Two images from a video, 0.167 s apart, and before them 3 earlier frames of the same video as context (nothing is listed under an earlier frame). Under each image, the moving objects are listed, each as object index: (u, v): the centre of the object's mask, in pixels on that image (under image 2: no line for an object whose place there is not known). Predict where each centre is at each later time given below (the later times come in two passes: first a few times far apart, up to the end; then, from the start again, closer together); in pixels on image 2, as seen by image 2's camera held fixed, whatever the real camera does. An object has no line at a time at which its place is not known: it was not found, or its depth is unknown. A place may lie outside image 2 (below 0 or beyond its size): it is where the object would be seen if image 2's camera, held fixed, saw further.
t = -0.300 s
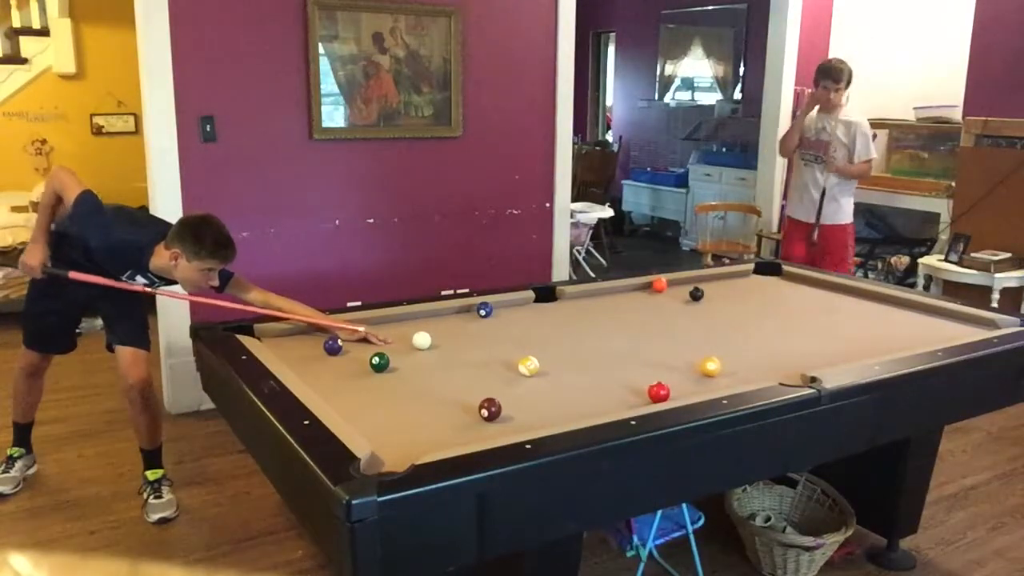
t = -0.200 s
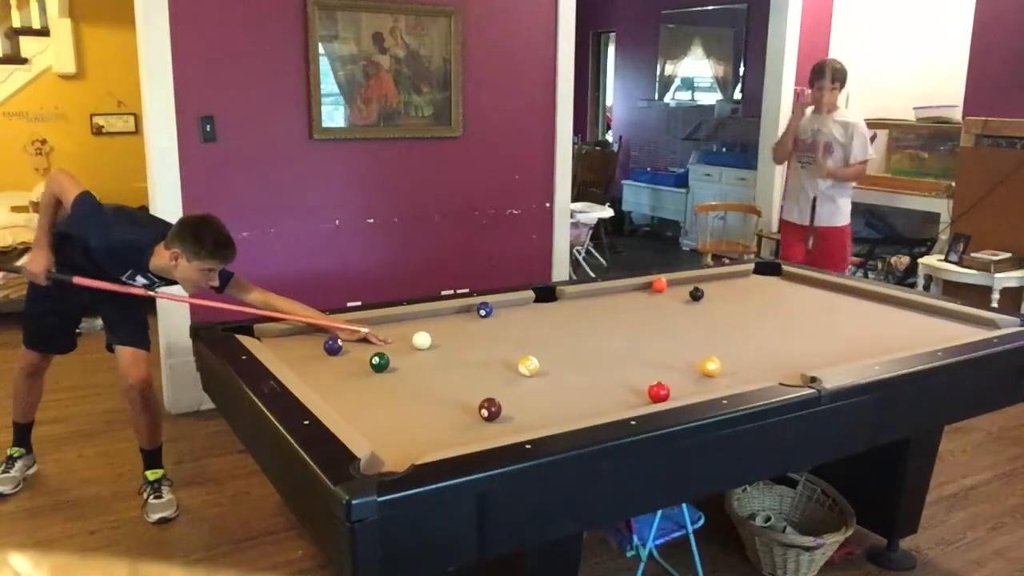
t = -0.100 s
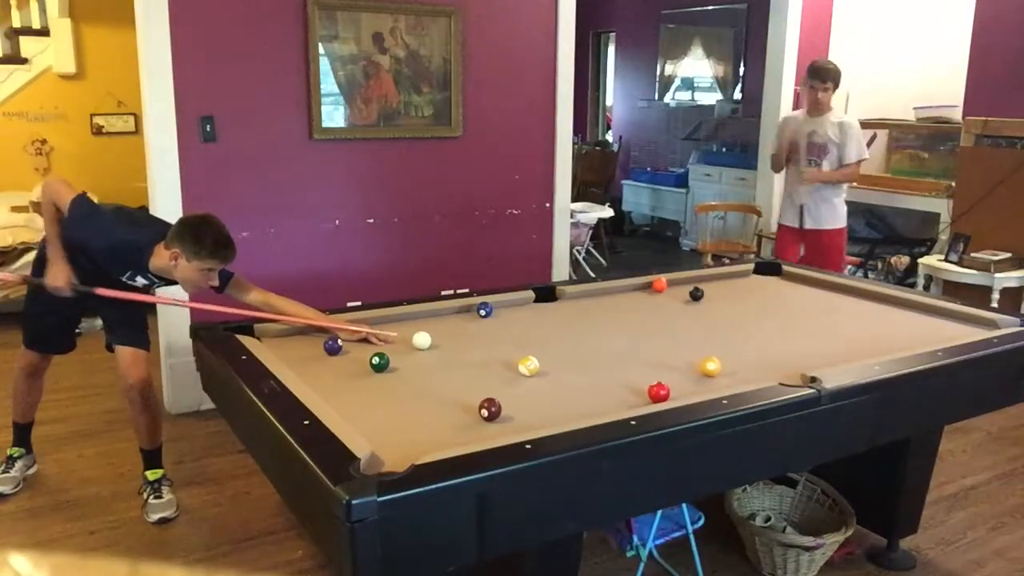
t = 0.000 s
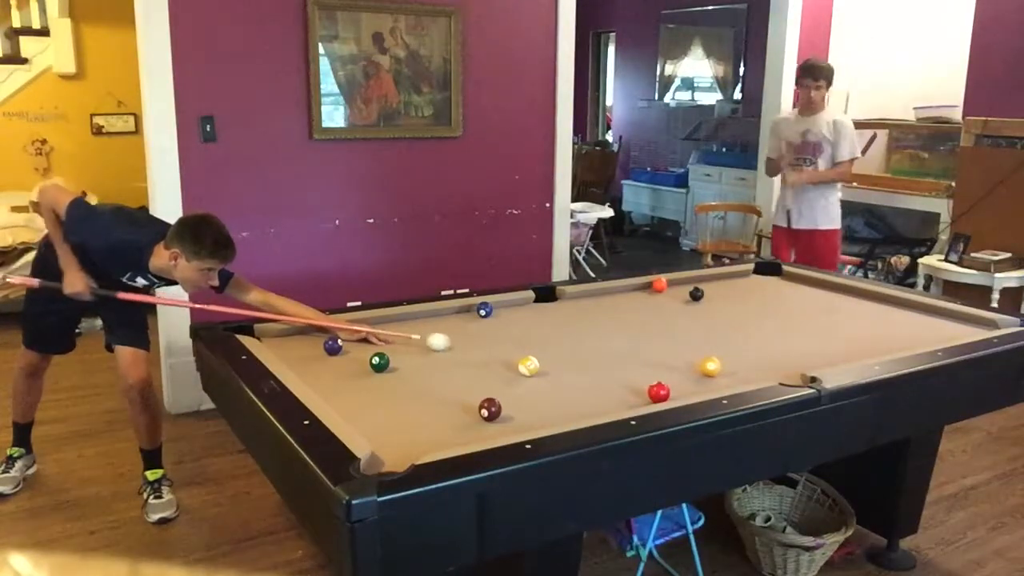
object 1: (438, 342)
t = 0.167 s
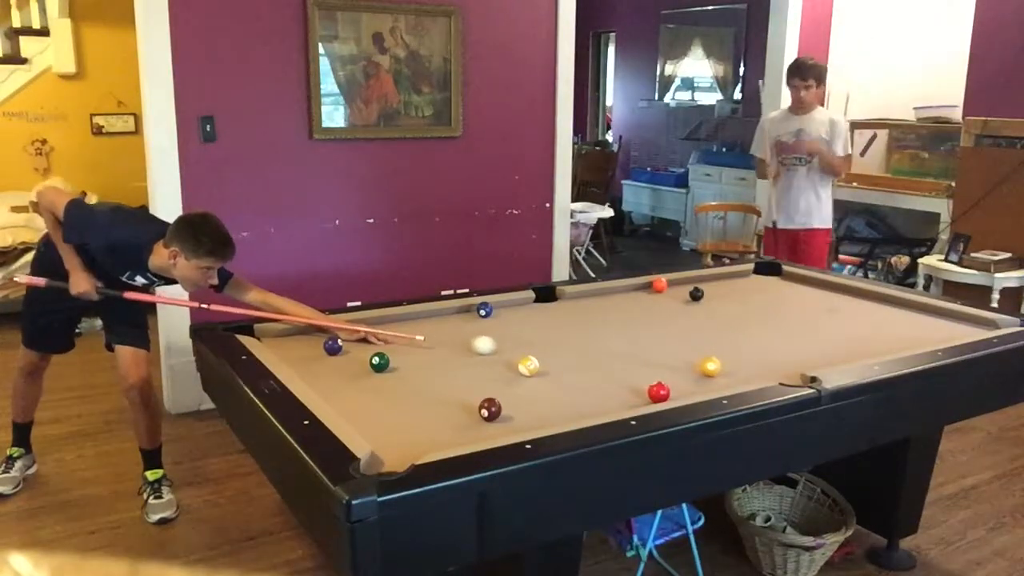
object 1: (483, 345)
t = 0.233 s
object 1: (501, 346)
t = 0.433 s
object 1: (557, 351)
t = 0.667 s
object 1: (620, 356)
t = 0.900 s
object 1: (683, 360)
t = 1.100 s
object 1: (711, 359)
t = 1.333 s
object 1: (735, 357)
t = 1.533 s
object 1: (754, 354)
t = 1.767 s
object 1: (772, 352)
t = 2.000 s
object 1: (788, 349)
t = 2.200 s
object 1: (802, 347)
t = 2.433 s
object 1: (814, 345)
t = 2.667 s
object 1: (823, 343)
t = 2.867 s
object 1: (829, 342)
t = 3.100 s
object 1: (834, 340)
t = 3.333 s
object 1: (838, 339)
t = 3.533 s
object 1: (840, 338)
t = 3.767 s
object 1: (840, 338)
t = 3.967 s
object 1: (840, 337)
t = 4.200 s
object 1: (840, 337)
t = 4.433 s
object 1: (840, 337)
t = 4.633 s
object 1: (840, 337)
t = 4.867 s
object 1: (840, 337)
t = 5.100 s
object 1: (839, 337)
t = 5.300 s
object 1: (839, 337)
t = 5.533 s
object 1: (840, 337)
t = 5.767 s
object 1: (840, 337)
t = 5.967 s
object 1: (839, 337)
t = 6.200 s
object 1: (839, 337)
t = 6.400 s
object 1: (839, 337)
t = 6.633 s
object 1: (839, 337)
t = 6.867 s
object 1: (839, 337)
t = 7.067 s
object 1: (839, 337)
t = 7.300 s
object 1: (839, 337)
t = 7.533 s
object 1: (839, 337)
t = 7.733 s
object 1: (839, 337)
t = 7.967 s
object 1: (839, 337)
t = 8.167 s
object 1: (839, 337)
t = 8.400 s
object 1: (839, 337)
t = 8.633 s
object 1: (839, 337)
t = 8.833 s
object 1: (839, 337)
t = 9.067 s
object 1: (839, 337)
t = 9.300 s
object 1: (839, 337)
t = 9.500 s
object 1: (839, 337)
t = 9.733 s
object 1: (839, 337)
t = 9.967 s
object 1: (839, 337)
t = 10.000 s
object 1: (839, 337)
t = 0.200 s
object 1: (492, 346)
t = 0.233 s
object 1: (501, 346)
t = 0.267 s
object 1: (511, 347)
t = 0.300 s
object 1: (520, 348)
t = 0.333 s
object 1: (529, 348)
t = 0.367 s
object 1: (538, 349)
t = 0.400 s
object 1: (548, 350)
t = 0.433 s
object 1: (557, 351)
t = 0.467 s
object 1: (566, 352)
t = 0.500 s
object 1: (575, 352)
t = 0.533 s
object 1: (584, 353)
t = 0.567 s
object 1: (593, 354)
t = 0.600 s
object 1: (602, 355)
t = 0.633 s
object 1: (611, 355)
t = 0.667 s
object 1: (620, 356)
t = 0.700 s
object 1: (629, 357)
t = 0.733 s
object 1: (638, 358)
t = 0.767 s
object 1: (647, 358)
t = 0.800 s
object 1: (656, 359)
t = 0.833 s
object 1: (665, 359)
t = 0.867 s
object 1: (675, 360)
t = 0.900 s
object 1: (683, 360)
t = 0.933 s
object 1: (690, 361)
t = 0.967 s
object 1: (694, 361)
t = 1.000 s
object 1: (699, 360)
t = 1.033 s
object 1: (703, 360)
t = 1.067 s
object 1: (707, 360)
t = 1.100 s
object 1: (711, 359)
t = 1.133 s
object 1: (714, 359)
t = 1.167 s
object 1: (718, 359)
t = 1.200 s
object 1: (721, 358)
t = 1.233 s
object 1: (725, 358)
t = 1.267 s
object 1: (729, 358)
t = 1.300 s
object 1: (732, 357)
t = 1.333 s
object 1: (735, 357)
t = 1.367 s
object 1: (738, 356)
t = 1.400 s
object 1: (742, 356)
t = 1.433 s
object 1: (745, 355)
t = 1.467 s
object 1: (748, 355)
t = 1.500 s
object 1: (751, 355)
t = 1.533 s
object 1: (754, 354)
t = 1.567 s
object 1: (756, 354)
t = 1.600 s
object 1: (759, 353)
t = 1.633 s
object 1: (762, 353)
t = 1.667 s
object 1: (764, 353)
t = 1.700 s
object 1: (767, 352)
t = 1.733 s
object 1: (770, 352)
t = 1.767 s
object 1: (772, 352)
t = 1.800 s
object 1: (774, 351)
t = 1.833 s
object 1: (777, 351)
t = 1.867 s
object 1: (779, 350)
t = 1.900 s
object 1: (781, 350)
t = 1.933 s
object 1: (783, 350)
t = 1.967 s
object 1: (786, 350)
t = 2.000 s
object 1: (788, 349)
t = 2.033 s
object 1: (790, 349)
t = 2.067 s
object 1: (792, 349)
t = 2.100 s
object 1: (794, 348)
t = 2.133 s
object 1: (796, 348)
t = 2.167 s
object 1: (798, 348)
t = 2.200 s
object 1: (802, 347)
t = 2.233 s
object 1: (803, 347)
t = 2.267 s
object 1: (805, 347)
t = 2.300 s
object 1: (807, 346)
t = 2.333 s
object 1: (808, 346)
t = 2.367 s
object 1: (810, 345)
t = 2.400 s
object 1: (812, 345)
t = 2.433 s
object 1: (814, 345)
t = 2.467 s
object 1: (815, 345)
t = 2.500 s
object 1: (816, 344)
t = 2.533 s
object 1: (818, 344)
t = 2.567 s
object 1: (819, 344)
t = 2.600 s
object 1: (820, 344)
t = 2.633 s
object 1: (821, 343)
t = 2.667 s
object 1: (823, 343)
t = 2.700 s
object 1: (823, 343)
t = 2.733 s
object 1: (825, 343)
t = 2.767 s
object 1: (826, 342)
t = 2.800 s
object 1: (827, 342)
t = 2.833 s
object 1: (828, 342)
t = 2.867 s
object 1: (829, 342)
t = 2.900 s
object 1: (830, 341)
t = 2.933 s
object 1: (831, 341)
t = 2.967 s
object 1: (831, 341)
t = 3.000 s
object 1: (832, 341)
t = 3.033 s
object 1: (833, 340)
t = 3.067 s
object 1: (833, 340)
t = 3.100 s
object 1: (834, 340)
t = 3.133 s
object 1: (835, 340)
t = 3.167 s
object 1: (835, 340)
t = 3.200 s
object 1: (836, 339)
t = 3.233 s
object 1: (836, 339)
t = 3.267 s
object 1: (836, 340)
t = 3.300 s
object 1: (837, 339)
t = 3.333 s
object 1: (838, 339)
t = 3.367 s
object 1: (838, 339)
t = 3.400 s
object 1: (839, 339)
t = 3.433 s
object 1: (839, 338)
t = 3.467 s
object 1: (839, 338)
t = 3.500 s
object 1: (839, 338)
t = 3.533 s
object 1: (840, 338)
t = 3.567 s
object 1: (840, 338)
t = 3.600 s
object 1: (840, 338)
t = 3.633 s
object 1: (840, 338)
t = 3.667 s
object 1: (840, 338)
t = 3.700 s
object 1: (840, 338)
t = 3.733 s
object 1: (840, 337)
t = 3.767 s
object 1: (840, 338)
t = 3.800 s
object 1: (841, 337)
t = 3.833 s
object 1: (841, 337)
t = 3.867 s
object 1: (840, 337)
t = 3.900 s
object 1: (840, 337)
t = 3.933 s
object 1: (840, 337)
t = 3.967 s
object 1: (840, 337)
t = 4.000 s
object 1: (840, 337)
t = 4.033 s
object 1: (840, 337)
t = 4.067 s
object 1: (840, 337)
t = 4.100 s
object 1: (840, 337)
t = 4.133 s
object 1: (840, 337)
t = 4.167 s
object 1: (840, 337)
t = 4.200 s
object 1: (840, 337)
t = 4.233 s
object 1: (840, 337)
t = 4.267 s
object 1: (840, 337)
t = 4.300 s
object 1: (840, 337)
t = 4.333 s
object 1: (840, 337)
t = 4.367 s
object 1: (840, 337)
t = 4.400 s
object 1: (840, 337)
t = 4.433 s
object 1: (840, 337)
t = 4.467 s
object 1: (840, 337)
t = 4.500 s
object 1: (840, 337)
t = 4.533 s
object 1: (840, 337)
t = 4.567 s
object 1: (840, 337)
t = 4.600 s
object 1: (840, 337)
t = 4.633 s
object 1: (840, 337)
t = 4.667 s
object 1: (840, 337)
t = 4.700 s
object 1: (840, 337)
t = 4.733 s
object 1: (840, 337)
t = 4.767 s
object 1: (840, 337)
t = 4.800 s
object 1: (840, 337)
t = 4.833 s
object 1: (840, 337)
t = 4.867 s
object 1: (840, 337)
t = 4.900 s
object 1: (839, 337)
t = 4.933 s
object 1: (839, 337)
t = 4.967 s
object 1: (839, 337)
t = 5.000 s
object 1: (839, 337)
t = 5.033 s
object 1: (839, 337)
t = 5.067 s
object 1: (839, 337)
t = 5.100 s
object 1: (839, 337)
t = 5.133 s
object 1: (840, 337)
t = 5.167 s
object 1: (839, 337)
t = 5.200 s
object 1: (839, 337)
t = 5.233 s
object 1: (839, 337)
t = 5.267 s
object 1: (839, 337)
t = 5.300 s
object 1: (839, 337)
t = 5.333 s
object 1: (839, 337)
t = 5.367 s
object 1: (840, 337)
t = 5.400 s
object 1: (840, 337)
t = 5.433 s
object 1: (840, 337)
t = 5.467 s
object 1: (840, 337)
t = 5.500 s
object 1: (840, 337)
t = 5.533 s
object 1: (840, 337)
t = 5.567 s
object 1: (840, 337)
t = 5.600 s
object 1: (840, 337)
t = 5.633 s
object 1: (840, 337)
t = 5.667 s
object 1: (840, 337)
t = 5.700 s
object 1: (840, 337)
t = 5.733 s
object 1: (840, 337)
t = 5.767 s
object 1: (840, 337)
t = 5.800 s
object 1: (840, 337)
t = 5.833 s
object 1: (840, 337)
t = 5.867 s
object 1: (840, 337)
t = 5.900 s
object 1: (840, 337)
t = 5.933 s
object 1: (840, 337)
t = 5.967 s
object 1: (839, 337)
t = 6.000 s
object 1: (839, 337)
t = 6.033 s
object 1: (839, 337)
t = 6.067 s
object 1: (839, 337)
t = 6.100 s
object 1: (839, 337)
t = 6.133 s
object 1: (839, 337)
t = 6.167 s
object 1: (839, 337)
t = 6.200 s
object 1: (839, 337)
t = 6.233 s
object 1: (839, 337)
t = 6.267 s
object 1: (839, 337)
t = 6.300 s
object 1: (839, 337)
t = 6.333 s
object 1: (839, 337)
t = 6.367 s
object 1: (839, 337)
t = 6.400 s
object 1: (839, 337)
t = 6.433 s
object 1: (839, 337)
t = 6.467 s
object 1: (839, 337)
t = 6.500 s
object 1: (840, 337)
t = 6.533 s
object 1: (839, 337)
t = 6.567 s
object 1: (839, 337)
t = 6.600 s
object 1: (839, 337)
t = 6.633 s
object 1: (839, 337)
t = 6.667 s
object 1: (839, 337)
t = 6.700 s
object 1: (839, 337)
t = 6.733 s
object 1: (839, 337)
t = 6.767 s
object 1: (839, 337)
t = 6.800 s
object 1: (839, 337)
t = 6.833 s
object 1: (839, 337)
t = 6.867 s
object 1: (839, 337)
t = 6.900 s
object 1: (839, 337)
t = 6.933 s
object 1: (839, 337)
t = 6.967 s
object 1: (839, 337)
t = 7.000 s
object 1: (839, 337)
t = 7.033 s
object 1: (839, 337)
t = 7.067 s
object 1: (839, 337)
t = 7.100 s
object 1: (840, 337)
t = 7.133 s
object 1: (840, 337)
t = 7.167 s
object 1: (840, 337)
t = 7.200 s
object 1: (840, 337)
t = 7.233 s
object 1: (840, 337)
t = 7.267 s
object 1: (840, 337)
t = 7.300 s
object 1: (839, 337)
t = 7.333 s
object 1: (840, 337)
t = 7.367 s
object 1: (839, 337)
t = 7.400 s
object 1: (839, 337)
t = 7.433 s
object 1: (839, 337)
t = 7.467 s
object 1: (839, 337)
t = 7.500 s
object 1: (839, 337)
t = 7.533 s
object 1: (839, 337)
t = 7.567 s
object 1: (839, 337)
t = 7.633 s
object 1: (839, 337)
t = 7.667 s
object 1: (839, 337)
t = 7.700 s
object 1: (839, 337)
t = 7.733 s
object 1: (839, 337)
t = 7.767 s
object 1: (839, 337)
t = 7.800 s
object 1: (839, 337)
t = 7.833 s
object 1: (839, 337)
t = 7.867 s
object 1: (839, 337)
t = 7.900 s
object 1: (839, 337)
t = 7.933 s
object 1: (839, 337)
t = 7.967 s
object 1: (839, 337)
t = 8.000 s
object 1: (839, 337)
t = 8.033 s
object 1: (839, 337)
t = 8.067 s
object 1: (839, 337)
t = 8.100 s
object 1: (839, 337)
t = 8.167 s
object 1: (839, 337)
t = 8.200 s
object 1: (839, 337)
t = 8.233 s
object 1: (839, 337)
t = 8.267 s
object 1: (839, 337)
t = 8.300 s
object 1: (839, 337)
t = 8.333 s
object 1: (839, 337)
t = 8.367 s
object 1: (839, 337)
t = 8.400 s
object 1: (839, 337)
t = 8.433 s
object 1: (839, 337)
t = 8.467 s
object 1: (839, 337)
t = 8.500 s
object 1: (839, 337)
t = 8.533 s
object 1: (839, 337)
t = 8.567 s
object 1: (839, 337)
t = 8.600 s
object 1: (839, 337)
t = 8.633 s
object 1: (839, 337)
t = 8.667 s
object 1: (839, 337)
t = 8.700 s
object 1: (839, 337)
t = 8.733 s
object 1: (839, 337)
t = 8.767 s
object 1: (839, 337)
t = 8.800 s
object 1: (839, 337)
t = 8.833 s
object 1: (839, 337)
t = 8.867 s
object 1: (839, 337)
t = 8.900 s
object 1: (839, 337)
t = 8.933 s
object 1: (839, 337)
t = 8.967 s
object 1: (839, 337)
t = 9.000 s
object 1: (839, 337)
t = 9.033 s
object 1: (839, 337)
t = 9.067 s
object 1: (839, 337)
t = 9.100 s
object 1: (839, 337)
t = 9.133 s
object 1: (839, 337)
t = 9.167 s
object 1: (839, 337)
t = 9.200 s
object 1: (839, 337)
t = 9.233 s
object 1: (839, 337)
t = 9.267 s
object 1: (839, 337)
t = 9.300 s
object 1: (839, 337)
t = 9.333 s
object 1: (839, 337)
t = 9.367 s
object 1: (839, 337)
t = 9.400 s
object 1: (839, 337)
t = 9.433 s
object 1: (839, 337)
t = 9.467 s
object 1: (839, 337)
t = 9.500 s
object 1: (839, 337)
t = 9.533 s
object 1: (839, 337)
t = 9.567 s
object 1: (839, 337)
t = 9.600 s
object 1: (839, 337)
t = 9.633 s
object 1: (839, 337)
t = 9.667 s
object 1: (839, 337)
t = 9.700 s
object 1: (839, 337)
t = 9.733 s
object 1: (839, 337)
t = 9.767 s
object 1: (839, 337)
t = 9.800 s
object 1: (839, 337)
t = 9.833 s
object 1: (839, 337)
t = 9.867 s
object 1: (839, 337)
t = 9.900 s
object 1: (839, 337)
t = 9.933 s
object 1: (839, 337)
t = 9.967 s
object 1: (839, 337)
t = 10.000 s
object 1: (839, 337)
